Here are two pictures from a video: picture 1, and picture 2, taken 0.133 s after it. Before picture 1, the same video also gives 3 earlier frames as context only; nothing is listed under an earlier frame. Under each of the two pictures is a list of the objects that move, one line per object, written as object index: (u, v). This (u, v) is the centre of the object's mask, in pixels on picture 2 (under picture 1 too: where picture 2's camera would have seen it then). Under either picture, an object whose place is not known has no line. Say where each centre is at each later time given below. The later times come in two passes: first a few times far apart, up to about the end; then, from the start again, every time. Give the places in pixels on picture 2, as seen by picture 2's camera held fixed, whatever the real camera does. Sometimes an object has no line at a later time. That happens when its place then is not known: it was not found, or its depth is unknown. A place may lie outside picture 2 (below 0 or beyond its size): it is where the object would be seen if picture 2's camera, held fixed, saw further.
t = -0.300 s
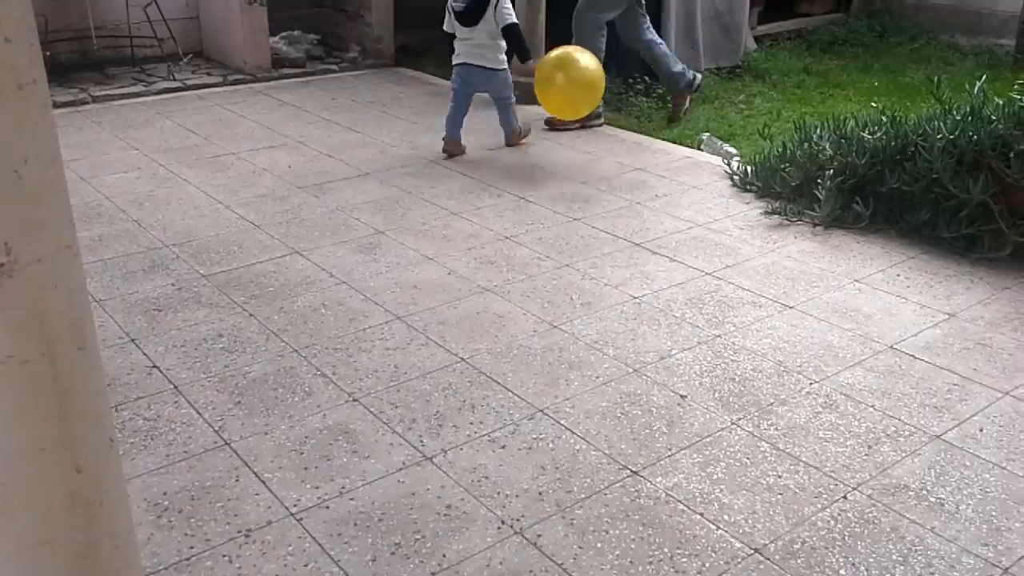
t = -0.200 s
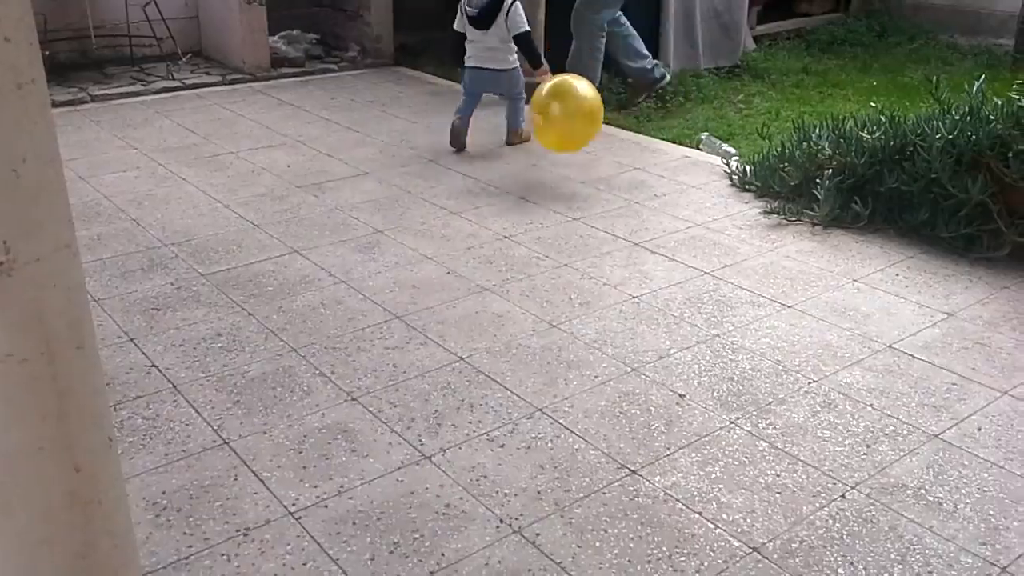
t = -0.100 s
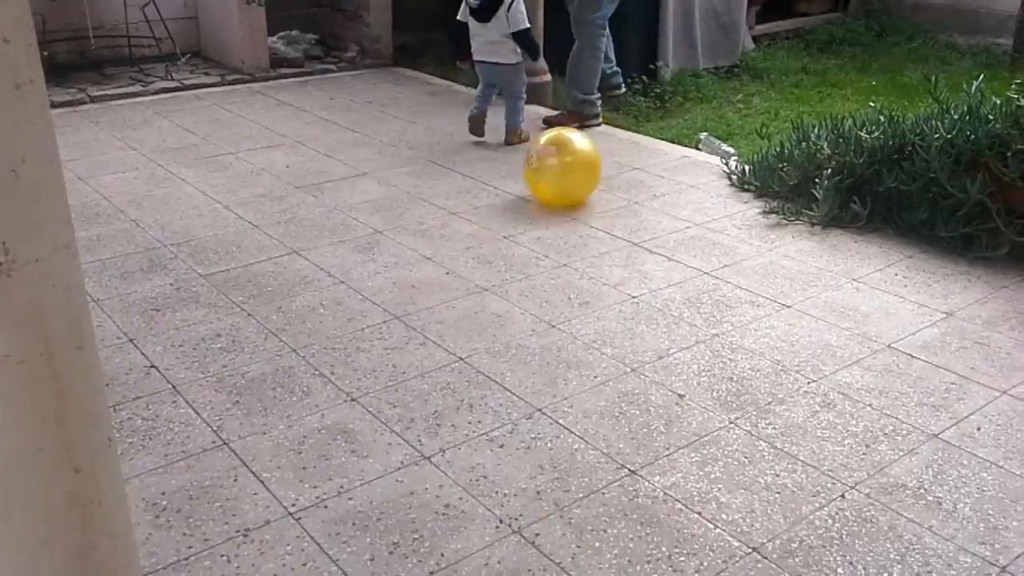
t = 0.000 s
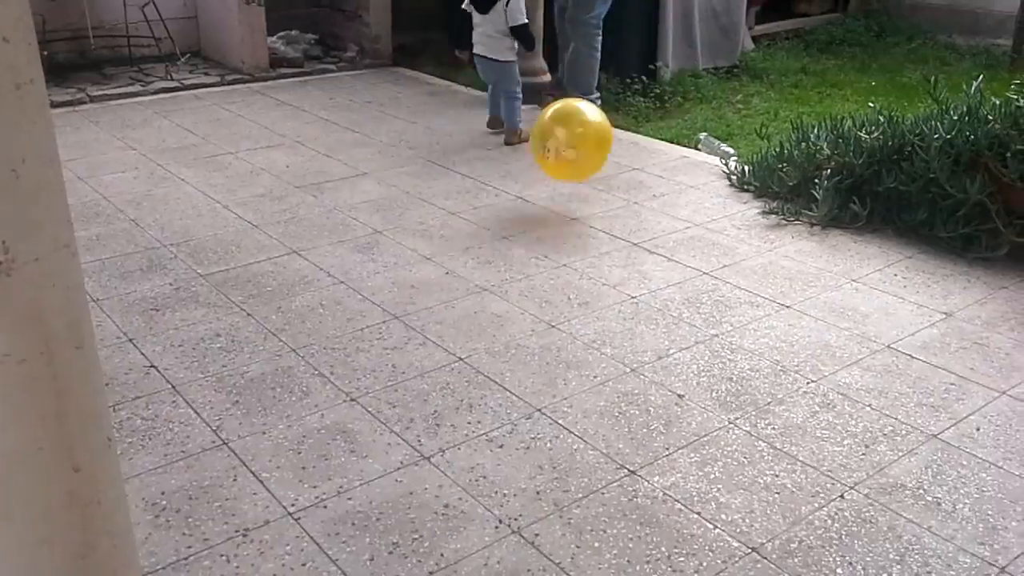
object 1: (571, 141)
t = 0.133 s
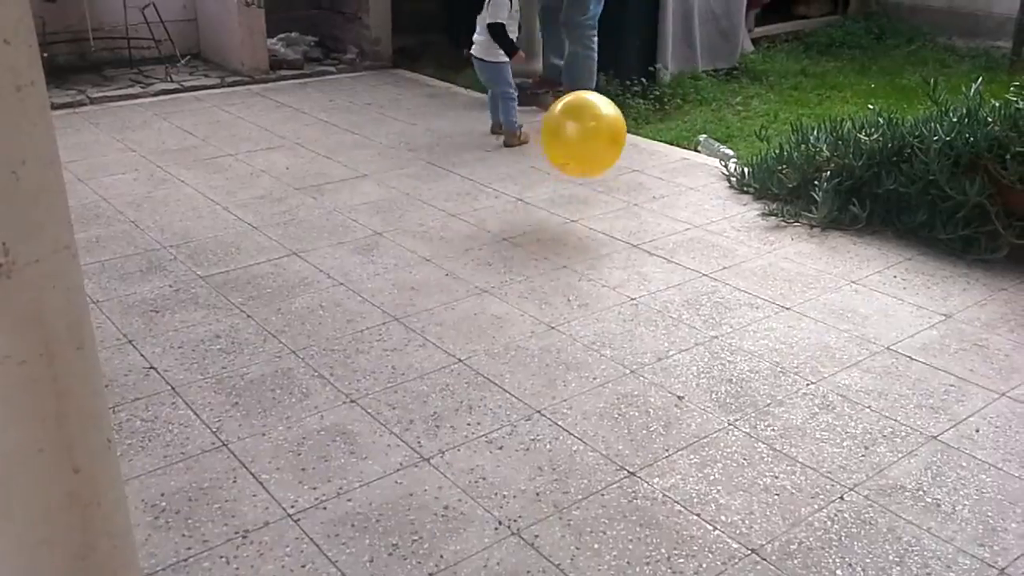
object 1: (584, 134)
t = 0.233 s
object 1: (592, 156)
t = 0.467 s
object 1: (617, 172)
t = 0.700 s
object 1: (647, 229)
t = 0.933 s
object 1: (692, 219)
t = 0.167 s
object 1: (586, 138)
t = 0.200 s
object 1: (589, 145)
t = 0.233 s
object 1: (592, 156)
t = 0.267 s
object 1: (594, 169)
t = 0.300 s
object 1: (597, 185)
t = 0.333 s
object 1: (599, 201)
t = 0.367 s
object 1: (603, 191)
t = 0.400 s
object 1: (608, 183)
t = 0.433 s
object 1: (612, 176)
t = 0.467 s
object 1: (617, 172)
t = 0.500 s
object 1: (622, 171)
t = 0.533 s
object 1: (626, 173)
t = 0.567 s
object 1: (631, 178)
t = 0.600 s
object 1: (635, 187)
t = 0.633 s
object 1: (639, 198)
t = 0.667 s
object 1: (643, 212)
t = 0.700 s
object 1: (647, 229)
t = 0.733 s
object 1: (651, 241)
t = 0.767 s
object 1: (659, 230)
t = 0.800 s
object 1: (665, 222)
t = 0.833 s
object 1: (672, 217)
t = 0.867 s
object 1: (679, 214)
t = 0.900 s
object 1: (686, 215)
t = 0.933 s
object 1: (692, 219)
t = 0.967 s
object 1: (699, 226)
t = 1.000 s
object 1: (705, 235)
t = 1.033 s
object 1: (711, 249)
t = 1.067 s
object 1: (716, 266)
